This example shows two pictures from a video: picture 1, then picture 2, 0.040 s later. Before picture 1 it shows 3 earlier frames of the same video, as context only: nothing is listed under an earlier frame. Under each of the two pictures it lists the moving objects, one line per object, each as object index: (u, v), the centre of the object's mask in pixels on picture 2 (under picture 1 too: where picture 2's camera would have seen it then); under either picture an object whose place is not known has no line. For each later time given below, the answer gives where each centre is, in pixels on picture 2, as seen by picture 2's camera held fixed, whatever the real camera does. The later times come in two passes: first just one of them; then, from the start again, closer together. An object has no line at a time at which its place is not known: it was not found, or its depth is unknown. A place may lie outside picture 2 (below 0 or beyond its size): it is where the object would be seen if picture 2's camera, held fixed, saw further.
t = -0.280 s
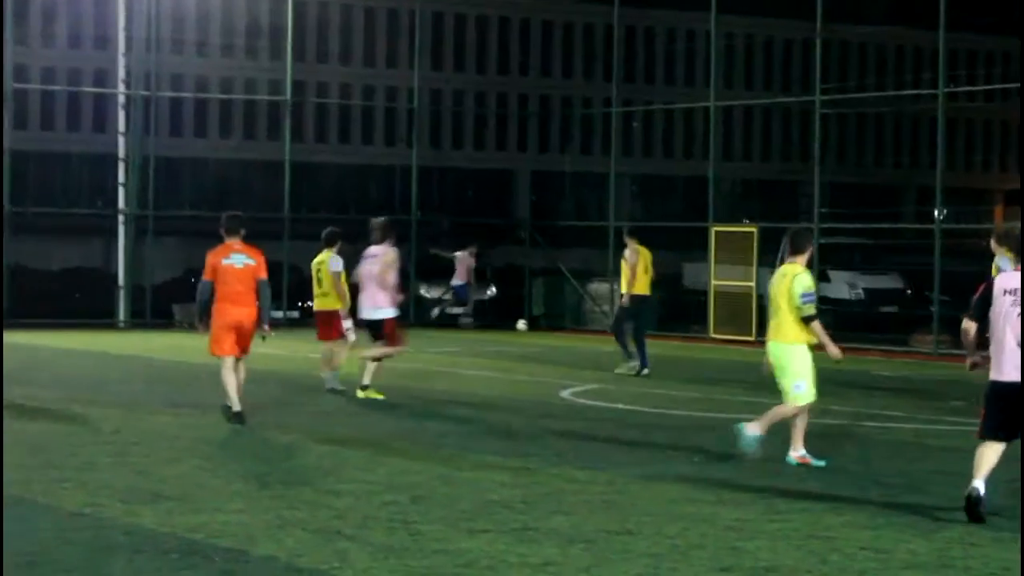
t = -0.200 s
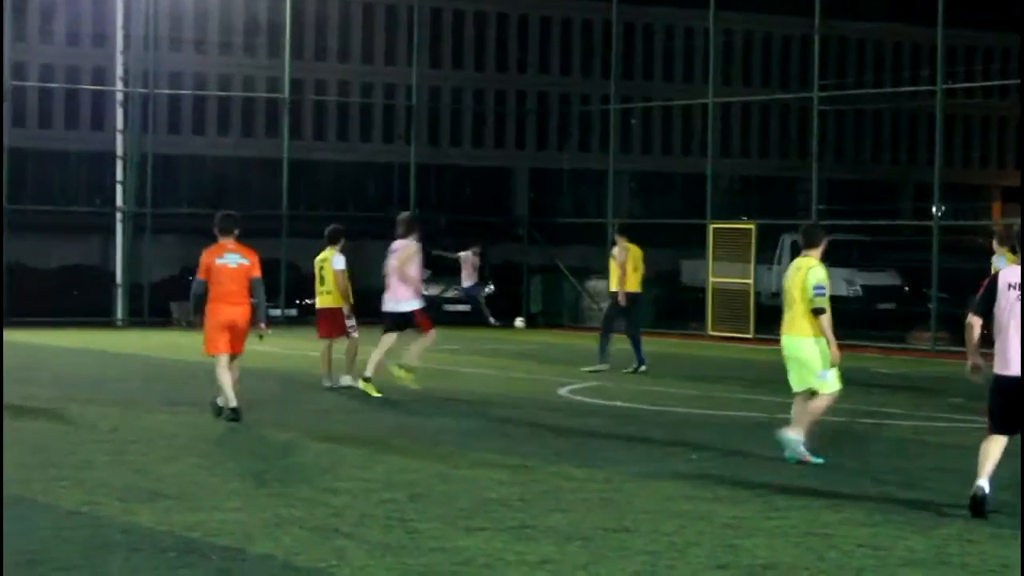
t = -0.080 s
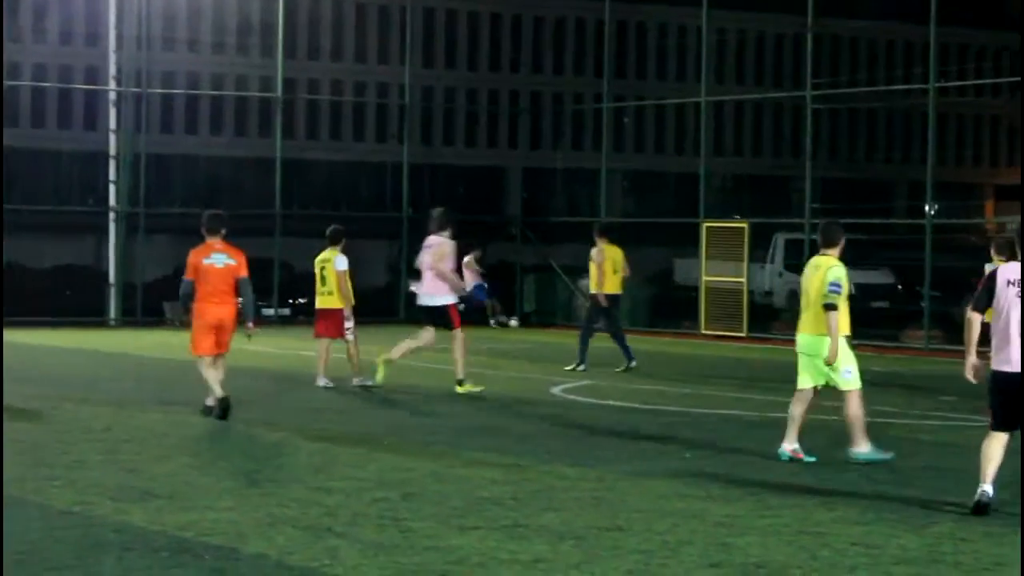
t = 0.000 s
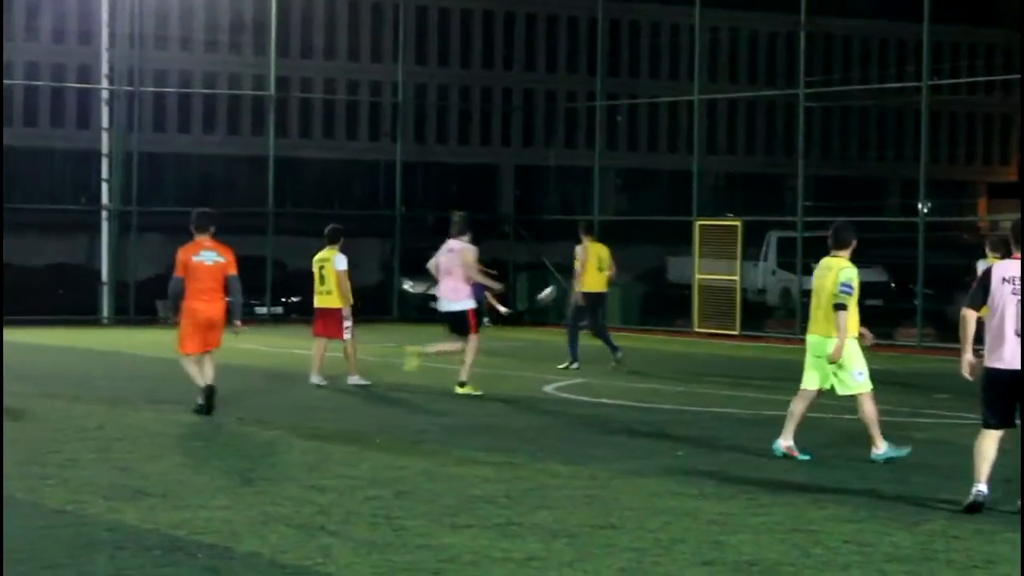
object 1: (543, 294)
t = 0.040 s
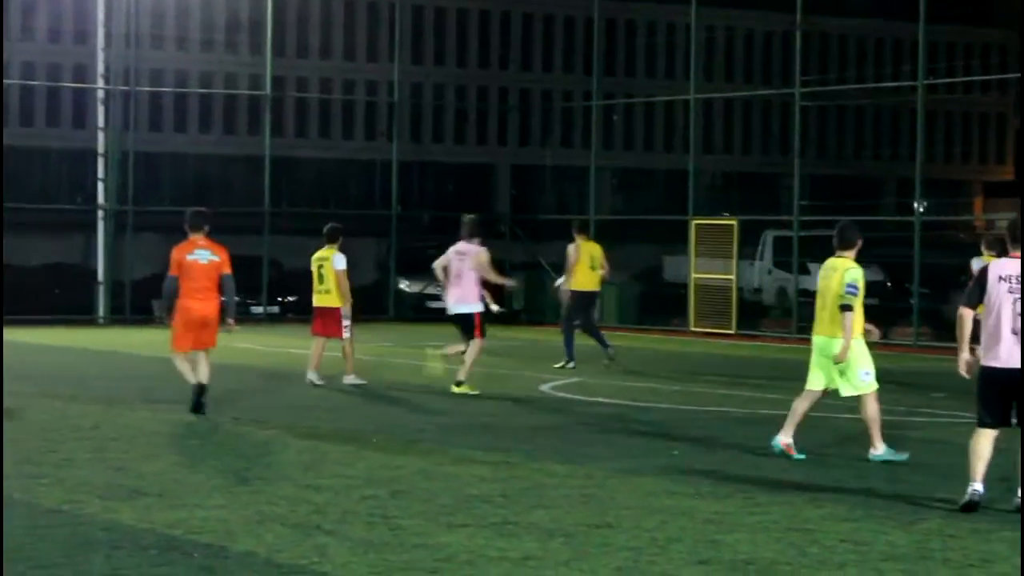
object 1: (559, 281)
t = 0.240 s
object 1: (667, 223)
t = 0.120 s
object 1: (610, 255)
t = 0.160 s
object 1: (630, 245)
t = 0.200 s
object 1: (650, 233)
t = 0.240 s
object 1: (667, 223)
